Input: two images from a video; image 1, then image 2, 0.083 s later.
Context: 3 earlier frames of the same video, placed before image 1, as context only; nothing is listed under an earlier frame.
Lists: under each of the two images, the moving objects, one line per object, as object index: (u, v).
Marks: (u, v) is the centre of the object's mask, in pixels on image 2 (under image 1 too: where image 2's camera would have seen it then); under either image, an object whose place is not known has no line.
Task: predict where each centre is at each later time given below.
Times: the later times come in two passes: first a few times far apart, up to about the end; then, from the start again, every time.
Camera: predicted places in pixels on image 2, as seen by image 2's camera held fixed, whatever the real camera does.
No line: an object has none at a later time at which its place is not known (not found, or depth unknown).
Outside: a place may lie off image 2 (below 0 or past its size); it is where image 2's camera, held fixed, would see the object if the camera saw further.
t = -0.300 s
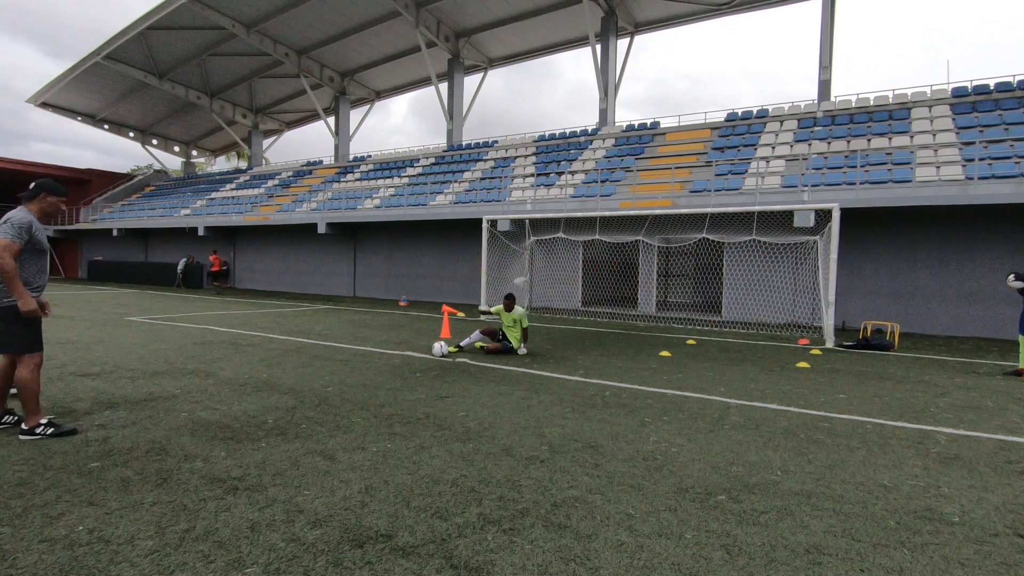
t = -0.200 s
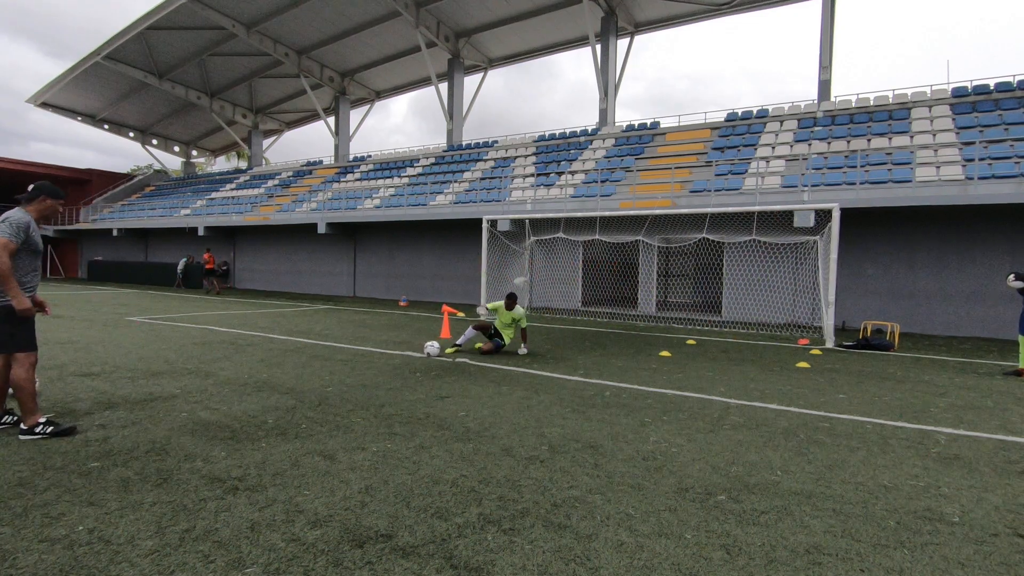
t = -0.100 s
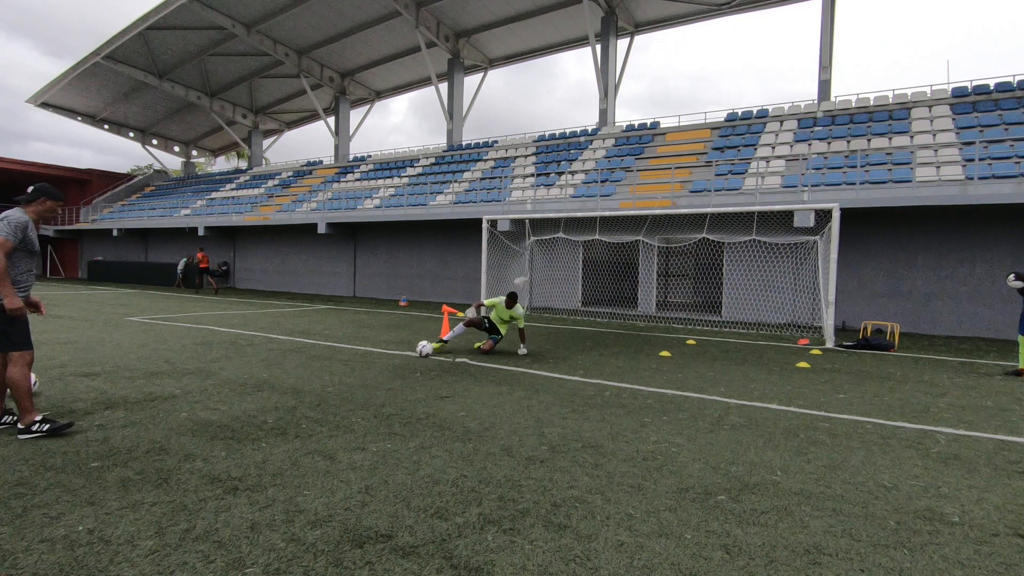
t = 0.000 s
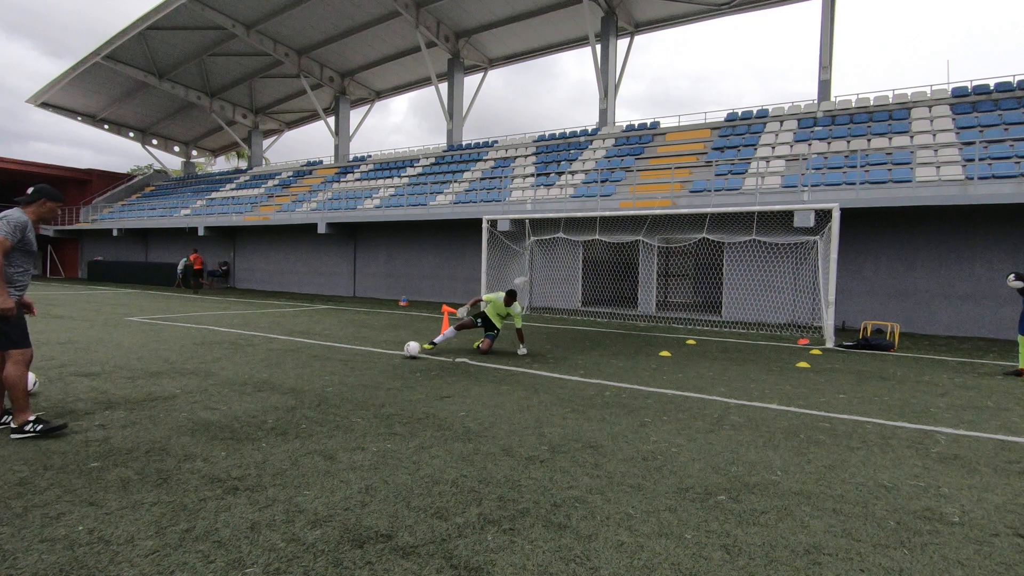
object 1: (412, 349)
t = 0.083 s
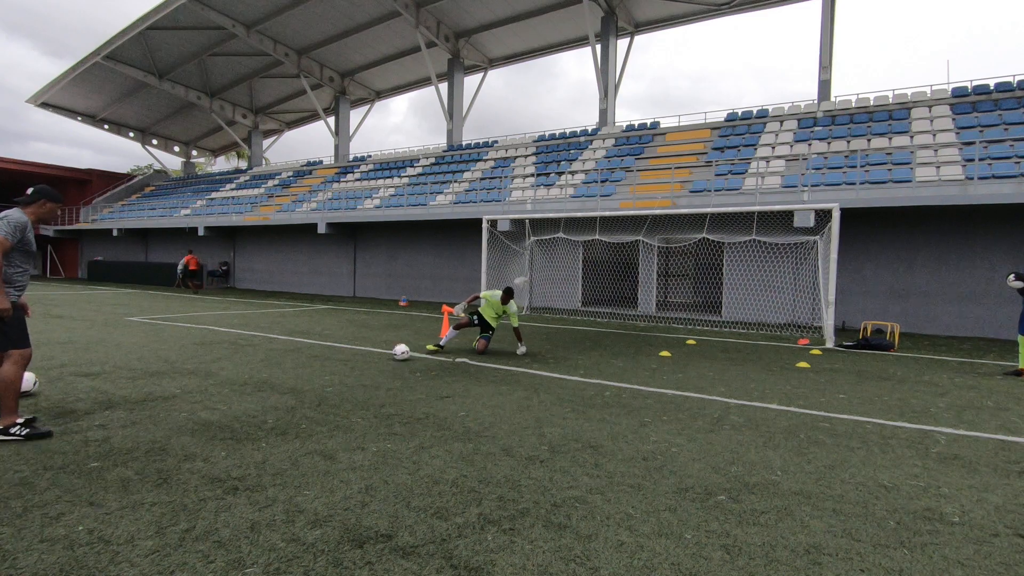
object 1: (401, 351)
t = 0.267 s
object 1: (375, 356)
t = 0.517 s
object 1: (336, 361)
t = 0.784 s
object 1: (289, 369)
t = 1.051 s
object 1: (235, 377)
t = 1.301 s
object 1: (178, 384)
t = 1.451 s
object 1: (141, 389)
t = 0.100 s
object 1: (399, 352)
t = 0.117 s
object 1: (397, 352)
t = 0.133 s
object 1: (394, 353)
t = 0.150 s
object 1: (392, 354)
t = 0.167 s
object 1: (390, 354)
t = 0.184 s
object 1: (387, 354)
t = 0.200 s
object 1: (385, 354)
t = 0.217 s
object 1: (383, 355)
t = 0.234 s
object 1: (380, 355)
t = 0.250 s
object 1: (378, 355)
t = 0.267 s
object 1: (375, 356)
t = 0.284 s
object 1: (373, 356)
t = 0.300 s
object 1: (370, 356)
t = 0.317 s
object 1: (368, 356)
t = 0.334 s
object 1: (365, 357)
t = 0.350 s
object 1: (363, 358)
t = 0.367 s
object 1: (360, 358)
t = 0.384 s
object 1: (357, 358)
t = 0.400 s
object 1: (355, 359)
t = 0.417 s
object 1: (352, 359)
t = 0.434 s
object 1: (350, 360)
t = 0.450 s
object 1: (347, 360)
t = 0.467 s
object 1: (344, 360)
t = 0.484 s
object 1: (342, 361)
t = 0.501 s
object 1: (339, 361)
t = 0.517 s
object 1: (336, 361)
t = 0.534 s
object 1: (333, 362)
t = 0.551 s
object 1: (330, 363)
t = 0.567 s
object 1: (327, 363)
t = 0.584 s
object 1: (325, 363)
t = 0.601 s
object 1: (322, 364)
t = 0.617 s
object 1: (319, 364)
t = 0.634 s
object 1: (316, 365)
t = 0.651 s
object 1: (313, 365)
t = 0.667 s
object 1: (310, 366)
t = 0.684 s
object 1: (307, 366)
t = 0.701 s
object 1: (304, 367)
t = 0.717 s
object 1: (301, 368)
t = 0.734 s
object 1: (298, 368)
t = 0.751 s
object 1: (295, 368)
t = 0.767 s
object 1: (292, 369)
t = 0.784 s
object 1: (289, 369)
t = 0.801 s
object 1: (285, 369)
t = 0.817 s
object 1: (283, 369)
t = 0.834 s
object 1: (279, 370)
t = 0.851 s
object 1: (276, 370)
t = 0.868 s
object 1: (273, 370)
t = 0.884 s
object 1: (269, 371)
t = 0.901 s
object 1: (266, 371)
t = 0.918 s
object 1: (262, 372)
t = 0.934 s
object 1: (259, 373)
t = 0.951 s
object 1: (256, 374)
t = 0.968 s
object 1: (253, 374)
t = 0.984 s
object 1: (249, 375)
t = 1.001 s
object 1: (245, 375)
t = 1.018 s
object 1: (242, 375)
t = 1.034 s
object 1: (238, 376)
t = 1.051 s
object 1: (235, 377)
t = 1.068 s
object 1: (231, 377)
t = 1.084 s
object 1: (228, 377)
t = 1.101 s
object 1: (224, 378)
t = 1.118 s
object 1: (220, 378)
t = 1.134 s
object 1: (217, 379)
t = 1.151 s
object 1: (213, 379)
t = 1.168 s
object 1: (209, 380)
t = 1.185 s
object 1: (205, 380)
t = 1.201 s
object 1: (201, 381)
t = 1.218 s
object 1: (197, 381)
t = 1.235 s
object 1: (193, 382)
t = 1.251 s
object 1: (189, 383)
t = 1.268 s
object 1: (185, 383)
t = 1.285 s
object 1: (182, 384)
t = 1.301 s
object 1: (178, 384)
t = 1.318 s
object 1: (174, 385)
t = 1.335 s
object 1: (170, 386)
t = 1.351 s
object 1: (166, 386)
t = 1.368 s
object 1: (162, 386)
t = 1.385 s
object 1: (157, 387)
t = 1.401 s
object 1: (154, 387)
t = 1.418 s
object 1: (149, 388)
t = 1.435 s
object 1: (145, 388)
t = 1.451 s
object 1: (141, 389)
